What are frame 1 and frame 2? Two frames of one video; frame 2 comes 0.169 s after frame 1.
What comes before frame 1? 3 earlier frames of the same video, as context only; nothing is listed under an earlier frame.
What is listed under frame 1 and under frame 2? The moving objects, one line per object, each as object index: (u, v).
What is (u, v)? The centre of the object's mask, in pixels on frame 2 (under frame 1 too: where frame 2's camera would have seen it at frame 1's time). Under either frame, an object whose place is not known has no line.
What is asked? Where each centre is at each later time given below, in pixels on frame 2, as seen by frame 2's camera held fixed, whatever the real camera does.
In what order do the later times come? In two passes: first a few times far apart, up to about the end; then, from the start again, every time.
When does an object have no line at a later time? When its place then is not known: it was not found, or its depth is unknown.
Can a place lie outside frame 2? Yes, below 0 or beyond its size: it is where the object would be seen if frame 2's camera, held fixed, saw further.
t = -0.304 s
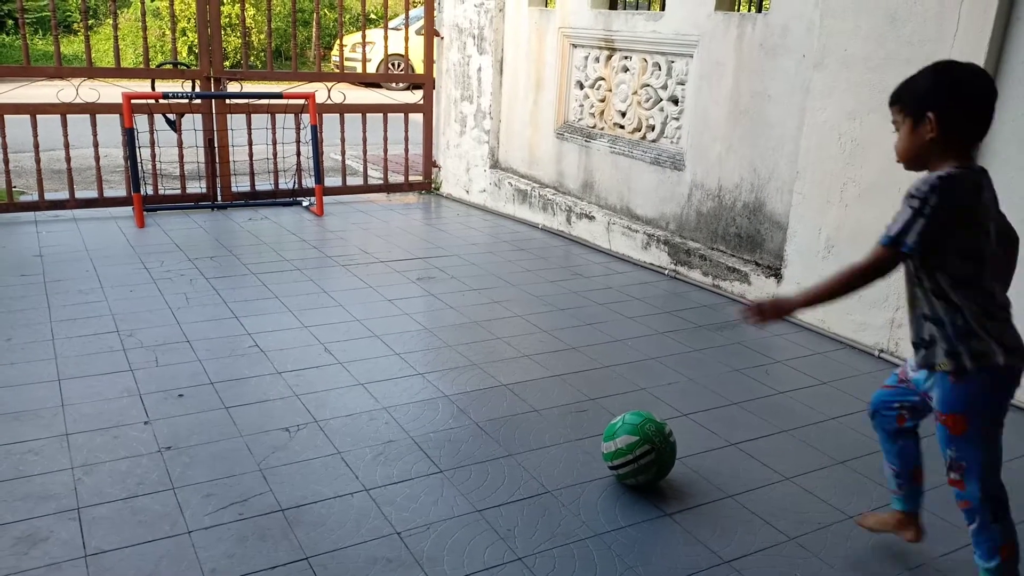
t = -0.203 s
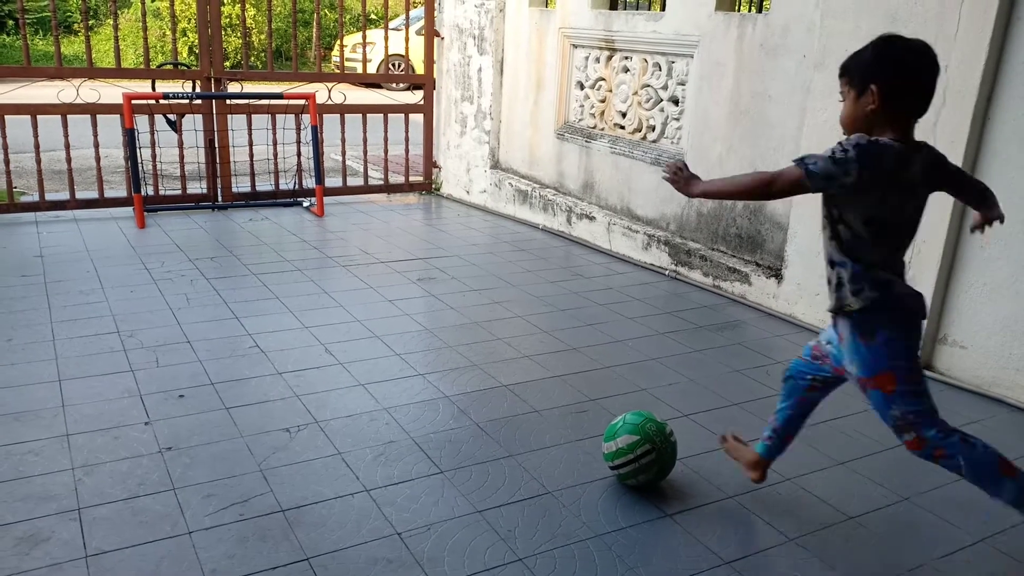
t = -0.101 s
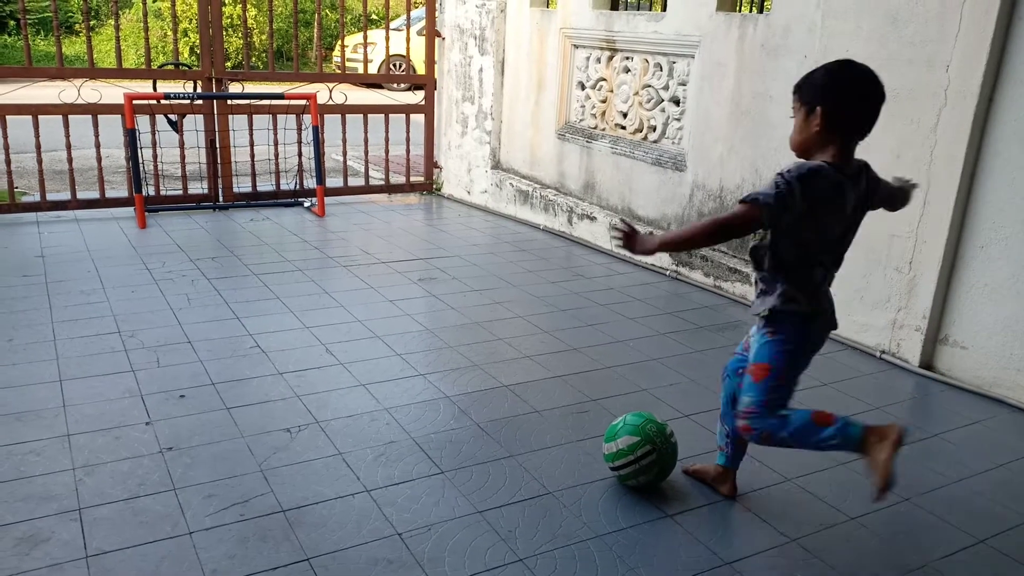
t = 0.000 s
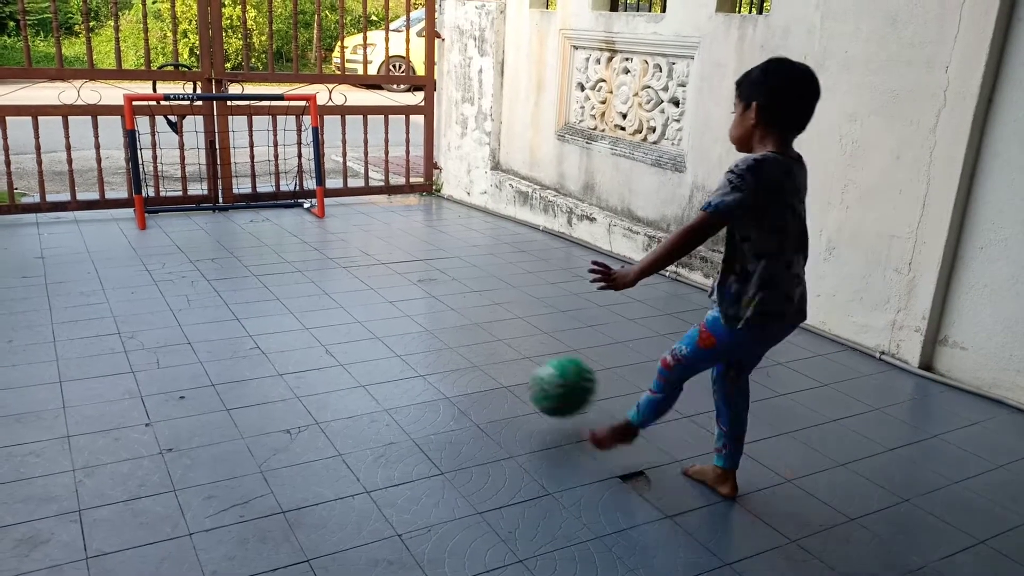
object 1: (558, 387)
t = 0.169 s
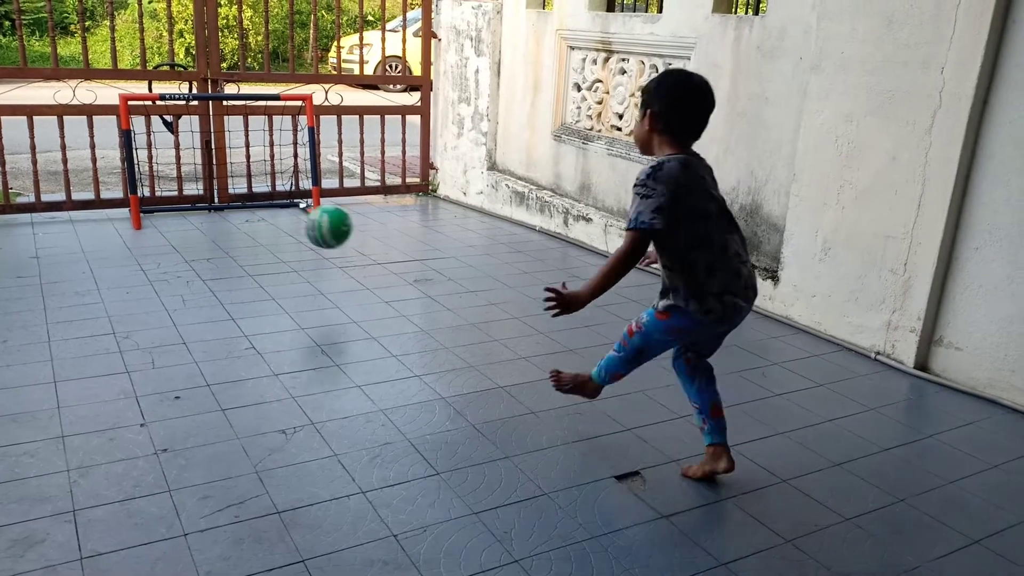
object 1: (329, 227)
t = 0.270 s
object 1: (247, 195)
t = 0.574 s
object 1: (176, 179)
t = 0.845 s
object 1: (298, 223)
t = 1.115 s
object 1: (375, 249)
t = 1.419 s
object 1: (464, 259)
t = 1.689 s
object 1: (549, 282)
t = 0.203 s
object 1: (298, 212)
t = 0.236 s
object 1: (271, 203)
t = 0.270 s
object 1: (247, 195)
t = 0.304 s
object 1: (227, 192)
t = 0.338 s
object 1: (208, 189)
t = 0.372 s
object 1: (192, 190)
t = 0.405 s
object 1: (177, 192)
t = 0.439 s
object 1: (167, 190)
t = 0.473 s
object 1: (158, 186)
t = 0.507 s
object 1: (152, 181)
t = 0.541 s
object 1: (161, 179)
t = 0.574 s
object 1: (176, 179)
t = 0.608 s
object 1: (191, 182)
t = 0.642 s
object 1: (207, 186)
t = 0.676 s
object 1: (223, 192)
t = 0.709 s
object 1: (241, 200)
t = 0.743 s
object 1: (259, 211)
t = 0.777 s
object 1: (276, 225)
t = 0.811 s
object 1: (289, 229)
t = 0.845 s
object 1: (298, 223)
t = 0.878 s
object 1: (307, 219)
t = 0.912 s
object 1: (316, 217)
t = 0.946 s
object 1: (326, 217)
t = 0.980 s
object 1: (335, 221)
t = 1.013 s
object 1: (344, 225)
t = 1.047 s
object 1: (354, 232)
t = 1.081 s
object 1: (365, 241)
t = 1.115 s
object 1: (375, 249)
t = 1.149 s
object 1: (384, 245)
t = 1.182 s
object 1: (393, 243)
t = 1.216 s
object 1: (403, 244)
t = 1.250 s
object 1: (413, 246)
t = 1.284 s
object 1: (423, 251)
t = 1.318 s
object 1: (434, 259)
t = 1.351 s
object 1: (444, 262)
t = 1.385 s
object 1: (454, 259)
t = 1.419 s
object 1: (464, 259)
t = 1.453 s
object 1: (475, 260)
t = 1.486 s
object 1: (486, 264)
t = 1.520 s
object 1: (497, 271)
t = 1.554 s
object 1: (508, 279)
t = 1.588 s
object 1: (518, 276)
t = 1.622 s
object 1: (528, 275)
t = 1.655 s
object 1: (538, 277)
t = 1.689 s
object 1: (549, 282)
